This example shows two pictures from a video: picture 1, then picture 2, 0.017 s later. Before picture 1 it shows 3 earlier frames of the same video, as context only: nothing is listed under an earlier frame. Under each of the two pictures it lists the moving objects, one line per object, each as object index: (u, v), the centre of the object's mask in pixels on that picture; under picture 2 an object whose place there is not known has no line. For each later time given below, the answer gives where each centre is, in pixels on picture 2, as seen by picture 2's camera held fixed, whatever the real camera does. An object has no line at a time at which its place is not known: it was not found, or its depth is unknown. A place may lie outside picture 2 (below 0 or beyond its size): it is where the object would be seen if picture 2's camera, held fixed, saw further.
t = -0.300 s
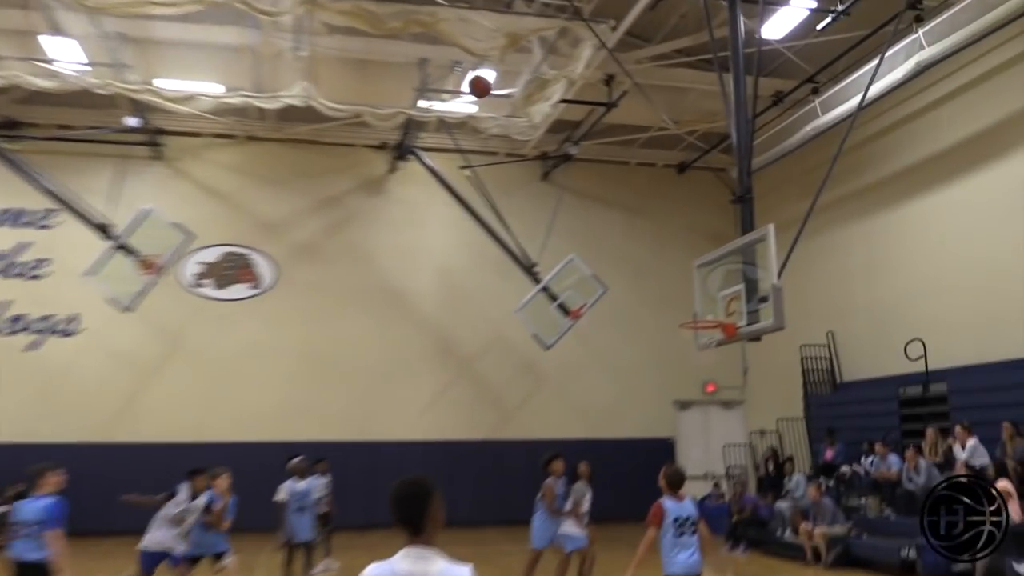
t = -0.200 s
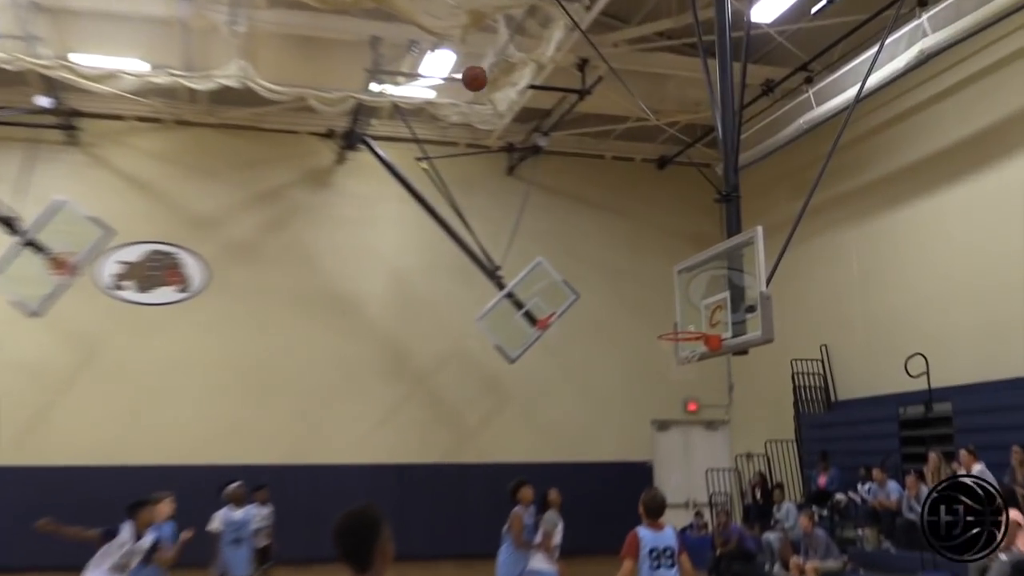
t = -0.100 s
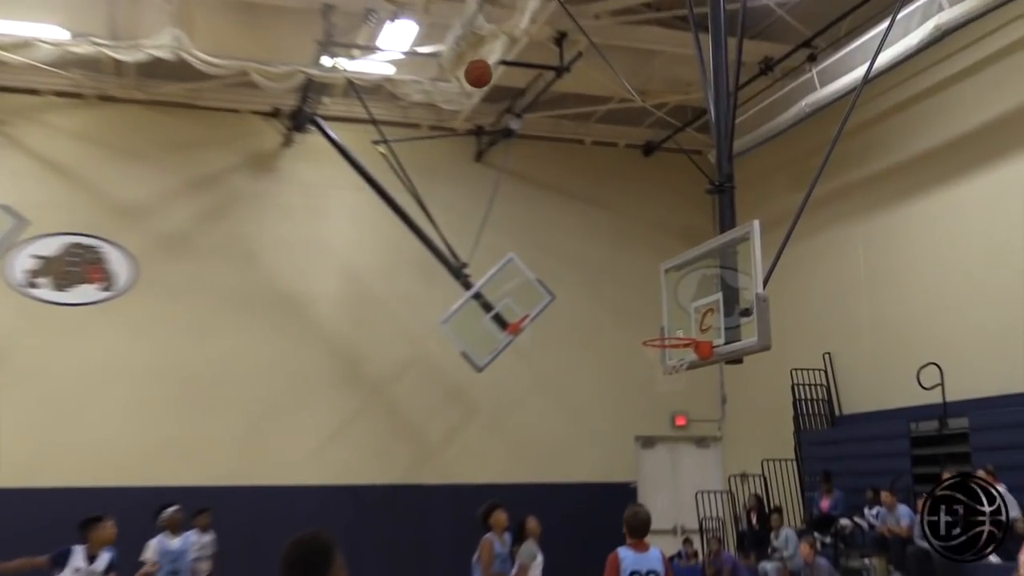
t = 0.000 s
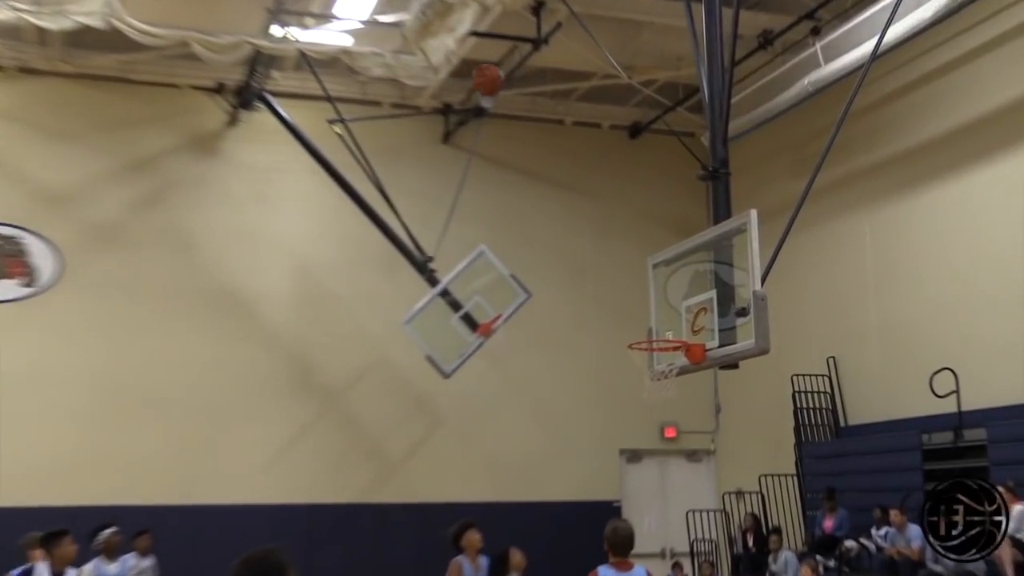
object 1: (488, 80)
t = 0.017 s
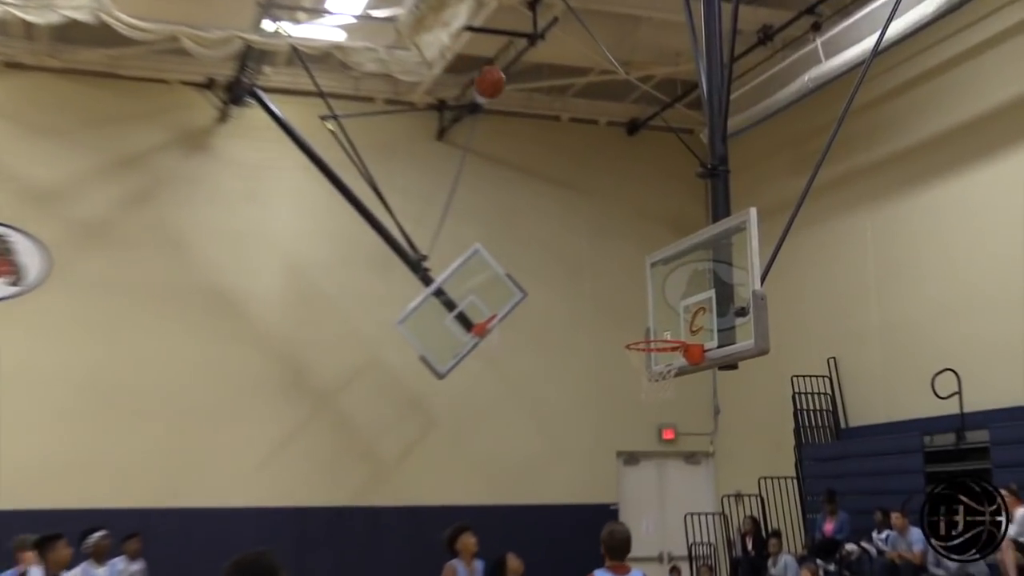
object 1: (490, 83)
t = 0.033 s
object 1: (496, 90)
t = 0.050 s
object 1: (504, 97)
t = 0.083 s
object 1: (519, 114)
